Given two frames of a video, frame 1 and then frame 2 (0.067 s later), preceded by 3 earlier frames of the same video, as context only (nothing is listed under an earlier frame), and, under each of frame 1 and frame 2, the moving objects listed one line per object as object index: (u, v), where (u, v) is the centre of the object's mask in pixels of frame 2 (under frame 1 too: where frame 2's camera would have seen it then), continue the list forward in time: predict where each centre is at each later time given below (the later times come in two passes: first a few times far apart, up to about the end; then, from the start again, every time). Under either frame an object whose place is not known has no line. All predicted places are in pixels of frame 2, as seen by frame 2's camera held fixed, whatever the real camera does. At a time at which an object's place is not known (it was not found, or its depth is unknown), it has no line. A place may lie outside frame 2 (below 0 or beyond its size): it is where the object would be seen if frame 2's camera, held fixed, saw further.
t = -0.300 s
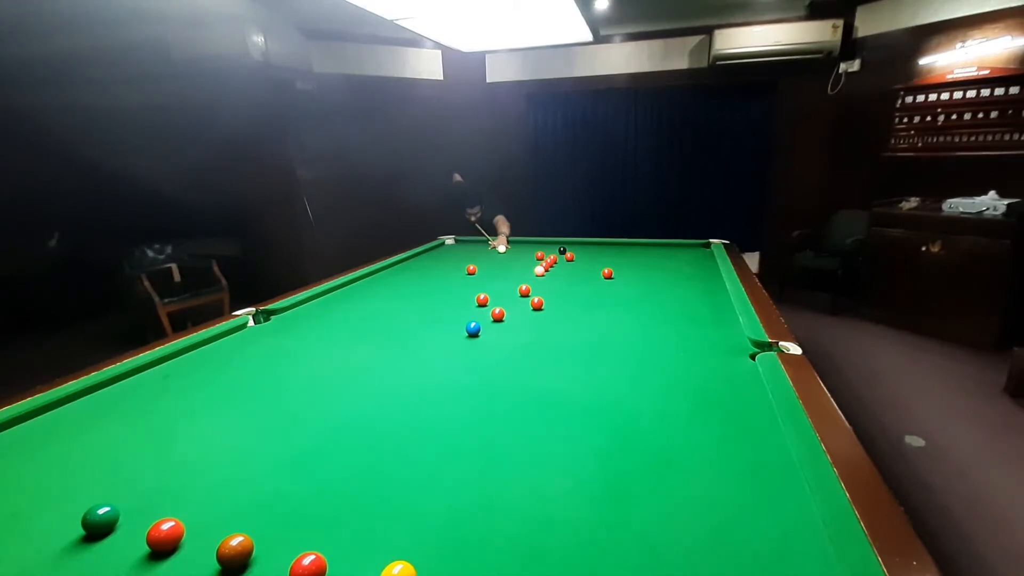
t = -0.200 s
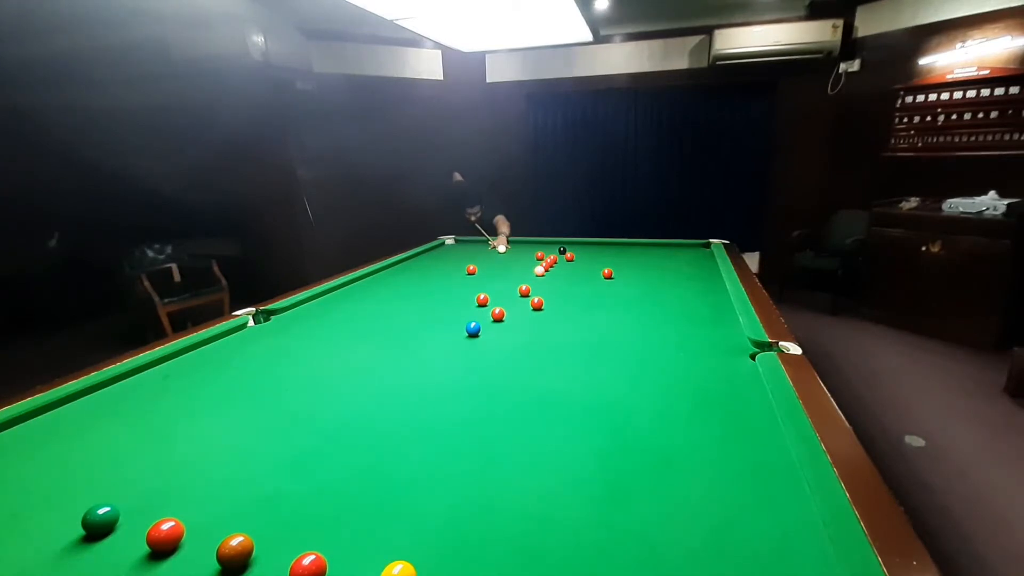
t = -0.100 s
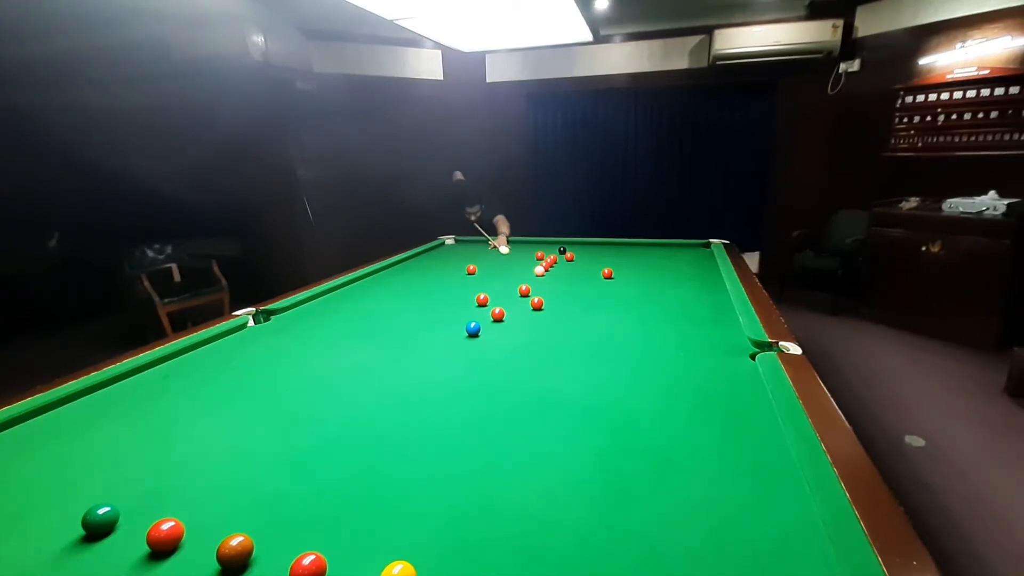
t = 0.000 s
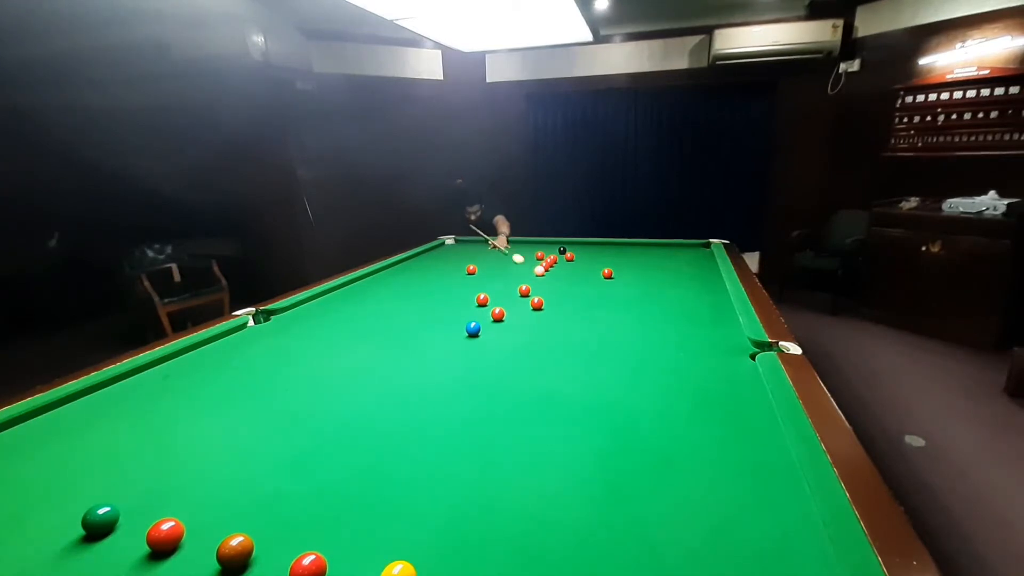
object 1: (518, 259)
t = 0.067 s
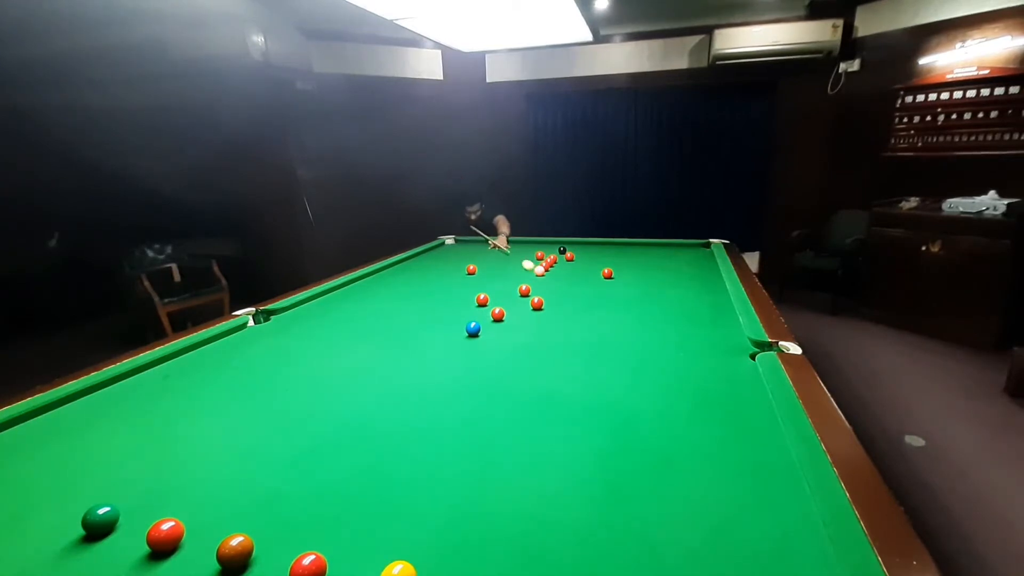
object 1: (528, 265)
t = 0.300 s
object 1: (520, 271)
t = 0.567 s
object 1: (504, 272)
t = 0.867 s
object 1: (488, 274)
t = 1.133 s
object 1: (475, 275)
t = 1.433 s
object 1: (462, 277)
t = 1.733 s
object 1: (452, 277)
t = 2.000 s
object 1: (444, 278)
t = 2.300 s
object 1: (437, 279)
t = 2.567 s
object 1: (433, 280)
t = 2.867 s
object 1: (430, 279)
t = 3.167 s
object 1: (429, 279)
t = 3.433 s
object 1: (430, 280)
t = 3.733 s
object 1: (430, 279)
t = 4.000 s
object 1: (430, 279)
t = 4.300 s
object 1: (430, 280)
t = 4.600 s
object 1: (430, 279)
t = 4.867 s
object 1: (430, 280)
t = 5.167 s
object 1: (430, 280)
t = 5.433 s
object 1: (430, 280)
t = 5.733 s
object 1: (430, 279)
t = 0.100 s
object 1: (532, 268)
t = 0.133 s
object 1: (531, 269)
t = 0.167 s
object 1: (529, 270)
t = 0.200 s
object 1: (526, 270)
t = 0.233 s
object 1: (524, 270)
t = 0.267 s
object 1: (522, 270)
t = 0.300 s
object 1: (520, 271)
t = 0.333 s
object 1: (518, 271)
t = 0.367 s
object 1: (516, 271)
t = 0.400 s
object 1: (514, 271)
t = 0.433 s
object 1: (512, 272)
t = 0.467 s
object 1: (510, 272)
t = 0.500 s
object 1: (508, 272)
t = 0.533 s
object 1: (506, 272)
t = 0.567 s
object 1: (504, 272)
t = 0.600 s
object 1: (502, 272)
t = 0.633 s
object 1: (501, 273)
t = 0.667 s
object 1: (499, 273)
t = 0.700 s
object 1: (497, 273)
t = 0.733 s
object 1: (495, 273)
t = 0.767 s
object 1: (493, 273)
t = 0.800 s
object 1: (492, 274)
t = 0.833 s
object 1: (490, 274)
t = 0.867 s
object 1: (488, 274)
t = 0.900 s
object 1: (486, 274)
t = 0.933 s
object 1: (485, 274)
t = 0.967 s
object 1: (483, 275)
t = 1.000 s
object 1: (482, 275)
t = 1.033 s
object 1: (480, 275)
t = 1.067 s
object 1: (478, 275)
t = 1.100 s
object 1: (477, 275)
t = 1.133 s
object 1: (475, 275)
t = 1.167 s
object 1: (474, 276)
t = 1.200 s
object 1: (472, 276)
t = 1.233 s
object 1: (471, 276)
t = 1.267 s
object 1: (469, 276)
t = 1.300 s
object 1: (468, 276)
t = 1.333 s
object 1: (466, 276)
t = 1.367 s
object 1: (465, 276)
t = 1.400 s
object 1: (464, 277)
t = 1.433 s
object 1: (462, 277)
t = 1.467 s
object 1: (461, 277)
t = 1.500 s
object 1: (460, 277)
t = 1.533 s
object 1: (459, 277)
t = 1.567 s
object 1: (458, 277)
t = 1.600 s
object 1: (456, 277)
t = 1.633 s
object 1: (455, 277)
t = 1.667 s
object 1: (454, 277)
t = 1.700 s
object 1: (453, 277)
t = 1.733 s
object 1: (452, 277)
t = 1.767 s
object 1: (451, 277)
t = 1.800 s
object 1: (450, 277)
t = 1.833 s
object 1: (449, 277)
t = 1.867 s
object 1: (448, 278)
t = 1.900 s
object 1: (447, 277)
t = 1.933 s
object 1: (446, 278)
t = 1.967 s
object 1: (445, 278)
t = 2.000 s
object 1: (444, 278)
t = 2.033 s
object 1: (443, 279)
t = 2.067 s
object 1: (442, 279)
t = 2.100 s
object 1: (441, 279)
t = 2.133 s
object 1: (441, 279)
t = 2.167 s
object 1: (440, 279)
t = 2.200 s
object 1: (439, 279)
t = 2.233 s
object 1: (439, 279)
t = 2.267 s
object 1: (438, 279)
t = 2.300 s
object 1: (437, 279)
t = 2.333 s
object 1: (436, 279)
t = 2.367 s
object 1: (436, 279)
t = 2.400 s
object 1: (435, 280)
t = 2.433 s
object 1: (435, 280)
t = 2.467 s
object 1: (434, 280)
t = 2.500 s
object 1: (434, 279)
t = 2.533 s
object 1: (433, 280)
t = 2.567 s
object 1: (433, 280)
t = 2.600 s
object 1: (432, 280)
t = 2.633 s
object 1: (432, 280)
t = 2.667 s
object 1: (431, 280)
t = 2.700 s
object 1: (431, 279)
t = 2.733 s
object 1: (431, 280)
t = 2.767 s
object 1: (430, 279)
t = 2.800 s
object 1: (430, 280)
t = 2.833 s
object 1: (430, 280)
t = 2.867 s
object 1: (430, 279)
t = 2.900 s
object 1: (429, 280)
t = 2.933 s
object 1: (429, 280)
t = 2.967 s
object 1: (429, 279)
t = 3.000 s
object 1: (429, 280)
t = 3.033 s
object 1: (429, 280)
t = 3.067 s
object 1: (429, 280)
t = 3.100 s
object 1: (429, 279)
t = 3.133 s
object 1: (429, 280)
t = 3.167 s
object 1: (429, 279)
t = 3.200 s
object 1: (429, 280)
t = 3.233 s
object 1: (429, 280)
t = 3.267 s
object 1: (429, 279)
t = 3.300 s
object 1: (429, 280)
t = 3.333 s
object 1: (429, 279)
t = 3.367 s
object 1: (429, 280)
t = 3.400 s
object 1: (429, 279)
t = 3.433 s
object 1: (430, 280)
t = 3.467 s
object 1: (430, 279)
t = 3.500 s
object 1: (430, 280)
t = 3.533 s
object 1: (430, 280)
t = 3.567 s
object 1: (430, 279)
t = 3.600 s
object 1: (430, 280)
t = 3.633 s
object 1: (430, 279)
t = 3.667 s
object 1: (430, 280)
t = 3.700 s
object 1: (430, 279)
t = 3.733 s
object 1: (430, 279)
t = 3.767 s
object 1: (430, 280)
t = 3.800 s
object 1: (430, 280)
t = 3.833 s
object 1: (430, 279)
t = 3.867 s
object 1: (430, 280)
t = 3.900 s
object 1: (430, 280)
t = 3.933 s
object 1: (430, 279)
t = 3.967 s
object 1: (430, 279)
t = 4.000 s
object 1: (430, 279)
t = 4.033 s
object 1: (430, 280)
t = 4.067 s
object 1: (430, 280)
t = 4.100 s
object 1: (430, 279)
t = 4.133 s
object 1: (430, 279)
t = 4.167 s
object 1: (430, 280)
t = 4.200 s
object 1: (430, 279)
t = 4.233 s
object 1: (430, 280)
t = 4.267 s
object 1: (430, 279)
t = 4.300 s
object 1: (430, 280)
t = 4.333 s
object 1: (430, 279)
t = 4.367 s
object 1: (430, 280)
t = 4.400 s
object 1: (430, 280)
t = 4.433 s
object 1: (430, 280)
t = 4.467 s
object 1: (430, 280)
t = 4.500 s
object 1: (430, 279)
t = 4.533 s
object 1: (430, 280)
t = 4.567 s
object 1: (430, 279)
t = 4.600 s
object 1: (430, 279)
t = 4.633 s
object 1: (430, 279)
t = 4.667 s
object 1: (430, 280)
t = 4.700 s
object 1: (430, 280)
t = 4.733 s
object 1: (430, 279)
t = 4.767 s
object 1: (430, 280)
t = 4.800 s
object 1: (430, 279)
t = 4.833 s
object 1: (430, 280)
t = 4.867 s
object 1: (430, 280)
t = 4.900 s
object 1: (430, 279)
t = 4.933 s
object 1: (430, 280)
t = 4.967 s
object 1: (430, 279)
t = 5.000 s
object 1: (430, 280)
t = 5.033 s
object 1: (430, 280)
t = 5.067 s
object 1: (430, 280)
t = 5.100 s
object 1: (430, 279)
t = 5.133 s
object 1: (430, 280)
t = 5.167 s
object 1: (430, 280)
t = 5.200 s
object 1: (430, 279)
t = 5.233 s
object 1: (430, 279)
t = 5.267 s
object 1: (430, 280)
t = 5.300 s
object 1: (430, 279)
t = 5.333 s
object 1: (430, 279)
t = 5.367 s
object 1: (430, 280)
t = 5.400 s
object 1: (430, 279)
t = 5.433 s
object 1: (430, 280)
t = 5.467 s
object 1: (430, 279)
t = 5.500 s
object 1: (430, 280)
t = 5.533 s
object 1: (430, 279)
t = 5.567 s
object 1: (430, 280)
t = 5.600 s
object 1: (430, 279)
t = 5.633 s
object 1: (430, 279)
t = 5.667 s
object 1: (430, 279)
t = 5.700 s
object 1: (430, 280)
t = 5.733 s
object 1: (430, 279)
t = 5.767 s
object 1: (430, 280)
